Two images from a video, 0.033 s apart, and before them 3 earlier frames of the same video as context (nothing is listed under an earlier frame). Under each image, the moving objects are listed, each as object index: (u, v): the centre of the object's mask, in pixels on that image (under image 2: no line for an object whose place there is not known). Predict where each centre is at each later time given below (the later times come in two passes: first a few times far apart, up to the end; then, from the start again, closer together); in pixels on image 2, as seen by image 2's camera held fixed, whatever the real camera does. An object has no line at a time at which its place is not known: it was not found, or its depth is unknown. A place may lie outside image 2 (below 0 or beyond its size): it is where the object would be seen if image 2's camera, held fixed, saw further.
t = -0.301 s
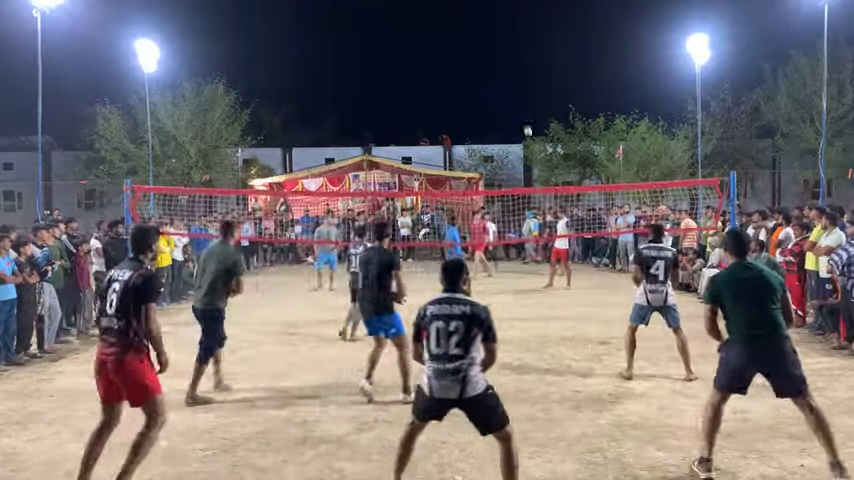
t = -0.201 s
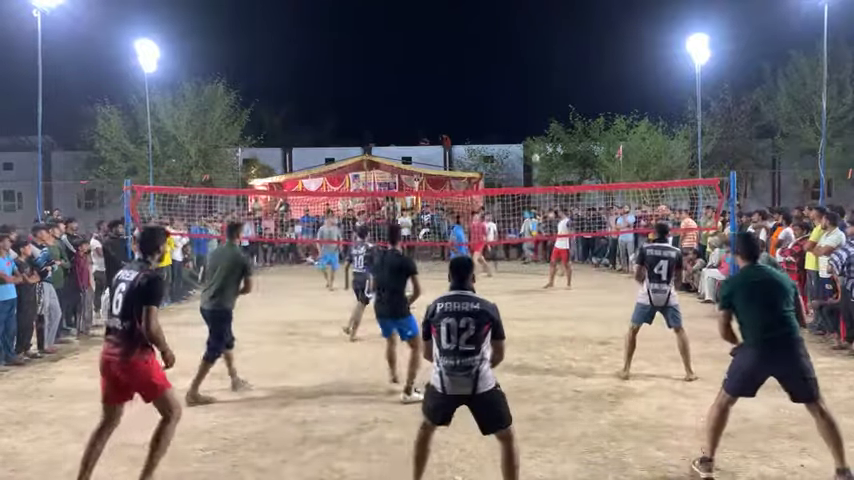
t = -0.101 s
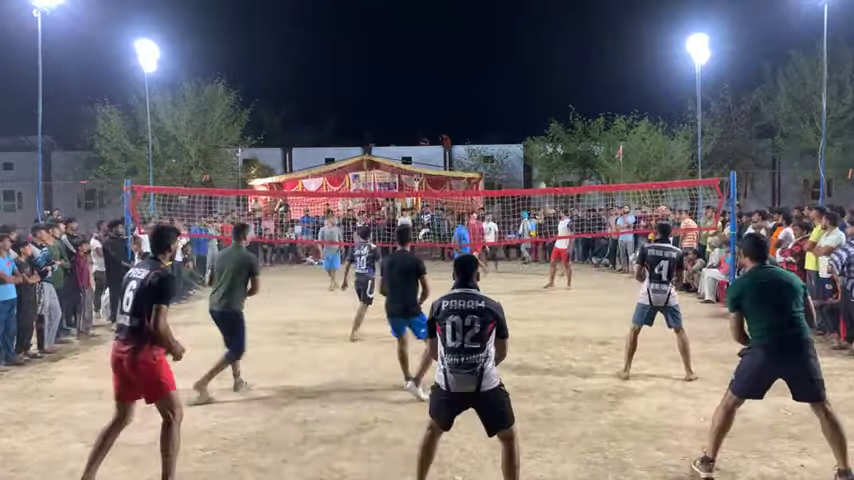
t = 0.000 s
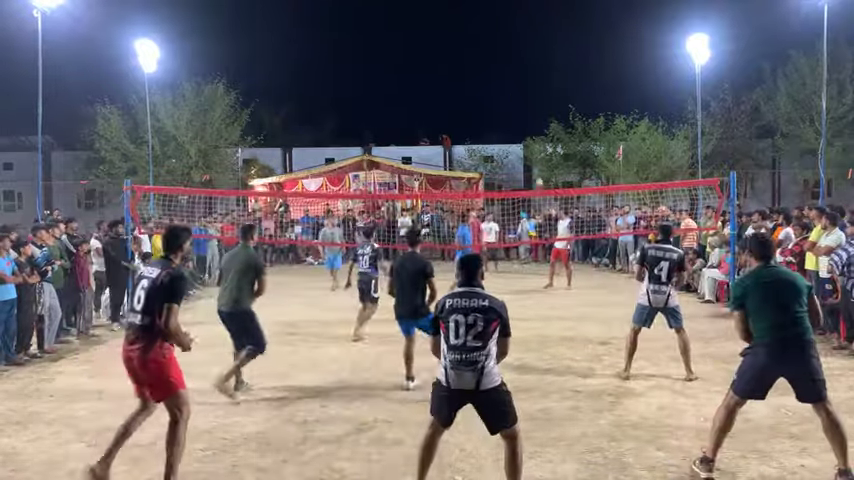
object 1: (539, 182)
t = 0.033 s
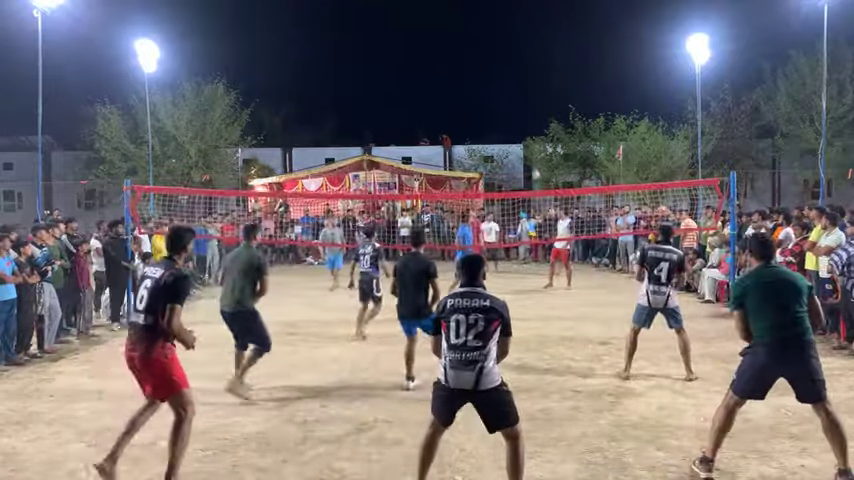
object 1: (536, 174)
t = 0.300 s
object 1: (501, 127)
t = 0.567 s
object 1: (440, 105)
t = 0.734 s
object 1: (379, 120)
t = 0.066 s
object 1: (533, 168)
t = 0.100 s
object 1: (528, 161)
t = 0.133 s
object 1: (525, 155)
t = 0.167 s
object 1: (522, 148)
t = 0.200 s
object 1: (516, 141)
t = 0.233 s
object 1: (511, 137)
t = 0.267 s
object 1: (506, 131)
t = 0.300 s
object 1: (501, 127)
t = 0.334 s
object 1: (495, 121)
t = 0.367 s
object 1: (489, 117)
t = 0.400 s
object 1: (482, 114)
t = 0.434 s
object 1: (475, 111)
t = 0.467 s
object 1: (467, 108)
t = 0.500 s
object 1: (459, 106)
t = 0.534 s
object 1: (449, 106)
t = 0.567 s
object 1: (440, 105)
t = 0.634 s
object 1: (419, 107)
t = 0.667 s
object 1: (407, 111)
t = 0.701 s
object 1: (394, 115)
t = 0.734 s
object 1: (379, 120)
